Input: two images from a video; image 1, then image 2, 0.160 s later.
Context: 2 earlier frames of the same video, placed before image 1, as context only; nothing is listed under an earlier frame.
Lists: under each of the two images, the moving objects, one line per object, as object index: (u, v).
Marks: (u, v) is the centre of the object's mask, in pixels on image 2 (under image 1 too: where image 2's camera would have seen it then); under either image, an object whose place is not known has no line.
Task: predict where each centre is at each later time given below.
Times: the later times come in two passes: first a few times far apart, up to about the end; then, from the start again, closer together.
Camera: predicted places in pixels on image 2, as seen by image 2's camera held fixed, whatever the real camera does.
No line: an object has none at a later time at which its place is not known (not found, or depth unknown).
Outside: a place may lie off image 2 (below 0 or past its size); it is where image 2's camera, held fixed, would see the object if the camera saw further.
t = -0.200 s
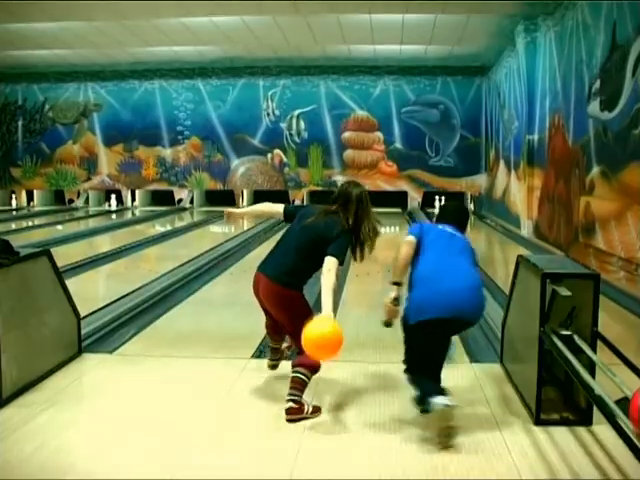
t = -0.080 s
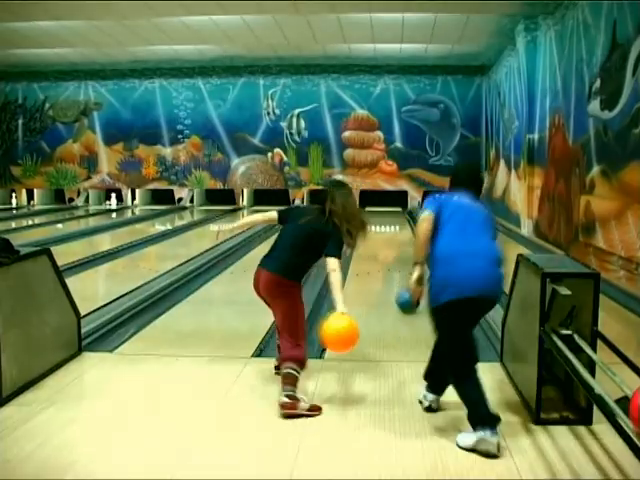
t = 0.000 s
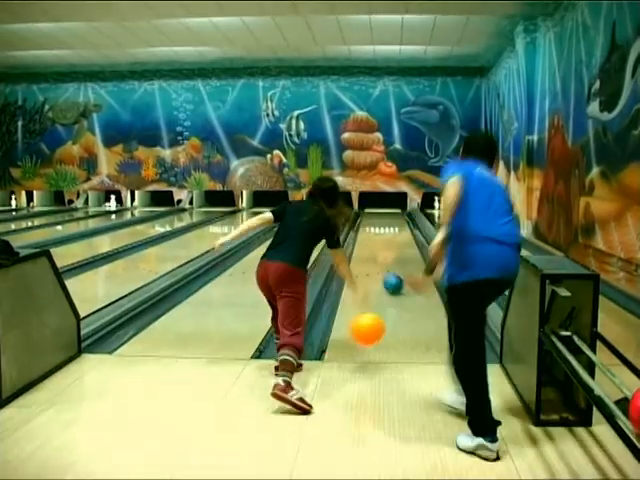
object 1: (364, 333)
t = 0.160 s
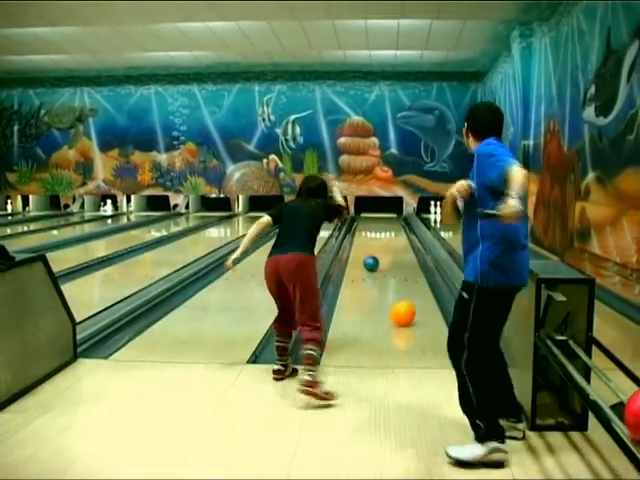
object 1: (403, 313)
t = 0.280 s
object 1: (422, 291)
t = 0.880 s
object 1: (417, 242)
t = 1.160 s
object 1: (413, 232)
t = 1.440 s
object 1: (408, 226)
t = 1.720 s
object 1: (406, 223)
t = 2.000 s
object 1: (405, 222)
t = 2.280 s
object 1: (405, 221)
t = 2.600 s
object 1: (404, 219)
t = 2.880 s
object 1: (403, 219)
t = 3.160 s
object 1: (403, 217)
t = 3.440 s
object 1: (402, 216)
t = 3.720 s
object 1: (401, 215)
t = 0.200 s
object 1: (410, 305)
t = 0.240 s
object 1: (416, 298)
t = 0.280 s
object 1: (422, 291)
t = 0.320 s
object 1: (427, 285)
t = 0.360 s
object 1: (429, 282)
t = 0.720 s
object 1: (420, 248)
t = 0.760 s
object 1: (420, 248)
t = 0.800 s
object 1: (419, 246)
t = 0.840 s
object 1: (418, 244)
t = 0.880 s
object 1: (417, 242)
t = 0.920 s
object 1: (417, 241)
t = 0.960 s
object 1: (416, 240)
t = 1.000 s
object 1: (415, 238)
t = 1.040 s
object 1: (414, 237)
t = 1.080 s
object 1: (413, 236)
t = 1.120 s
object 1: (413, 234)
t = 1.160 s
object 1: (413, 232)
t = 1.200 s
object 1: (412, 231)
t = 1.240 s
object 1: (411, 231)
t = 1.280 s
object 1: (410, 230)
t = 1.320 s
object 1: (410, 228)
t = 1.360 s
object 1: (409, 228)
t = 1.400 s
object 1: (408, 227)
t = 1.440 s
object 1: (408, 226)
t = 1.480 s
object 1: (407, 225)
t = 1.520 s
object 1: (407, 224)
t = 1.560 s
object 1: (406, 224)
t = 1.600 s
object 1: (406, 224)
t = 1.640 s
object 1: (406, 223)
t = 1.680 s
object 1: (406, 223)
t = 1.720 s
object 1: (406, 223)
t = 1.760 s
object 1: (406, 223)
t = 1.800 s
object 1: (406, 223)
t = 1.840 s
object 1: (406, 223)
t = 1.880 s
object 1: (405, 222)
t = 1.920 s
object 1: (405, 222)
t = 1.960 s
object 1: (405, 222)
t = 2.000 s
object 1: (405, 222)
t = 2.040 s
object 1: (405, 222)
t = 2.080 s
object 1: (405, 222)
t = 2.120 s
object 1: (405, 221)
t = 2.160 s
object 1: (405, 221)
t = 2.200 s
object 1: (405, 221)
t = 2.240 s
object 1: (405, 221)
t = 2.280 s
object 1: (405, 221)
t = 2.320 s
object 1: (405, 221)
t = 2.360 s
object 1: (405, 220)
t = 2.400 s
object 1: (405, 220)
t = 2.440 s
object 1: (404, 220)
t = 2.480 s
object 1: (404, 220)
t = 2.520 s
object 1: (404, 220)
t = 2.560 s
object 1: (404, 220)
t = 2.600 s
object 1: (404, 219)
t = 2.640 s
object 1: (404, 219)
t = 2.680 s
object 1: (404, 219)
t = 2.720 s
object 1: (404, 219)
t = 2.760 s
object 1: (404, 219)
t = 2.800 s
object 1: (404, 219)
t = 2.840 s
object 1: (403, 218)
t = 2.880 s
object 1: (403, 219)
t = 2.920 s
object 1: (403, 218)
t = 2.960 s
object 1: (403, 218)
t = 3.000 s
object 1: (403, 217)
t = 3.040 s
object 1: (403, 217)
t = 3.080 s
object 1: (403, 217)
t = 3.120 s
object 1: (403, 217)
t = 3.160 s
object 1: (403, 217)
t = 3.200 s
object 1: (402, 217)
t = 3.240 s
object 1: (402, 217)
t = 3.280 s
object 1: (402, 217)
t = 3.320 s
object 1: (402, 216)
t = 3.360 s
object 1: (402, 216)
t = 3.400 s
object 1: (402, 216)
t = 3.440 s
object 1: (402, 216)
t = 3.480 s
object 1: (402, 215)
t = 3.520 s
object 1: (402, 216)
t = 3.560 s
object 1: (402, 215)
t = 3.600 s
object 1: (402, 215)
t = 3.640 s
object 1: (402, 215)
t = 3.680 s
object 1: (402, 215)
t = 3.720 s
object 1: (401, 215)
